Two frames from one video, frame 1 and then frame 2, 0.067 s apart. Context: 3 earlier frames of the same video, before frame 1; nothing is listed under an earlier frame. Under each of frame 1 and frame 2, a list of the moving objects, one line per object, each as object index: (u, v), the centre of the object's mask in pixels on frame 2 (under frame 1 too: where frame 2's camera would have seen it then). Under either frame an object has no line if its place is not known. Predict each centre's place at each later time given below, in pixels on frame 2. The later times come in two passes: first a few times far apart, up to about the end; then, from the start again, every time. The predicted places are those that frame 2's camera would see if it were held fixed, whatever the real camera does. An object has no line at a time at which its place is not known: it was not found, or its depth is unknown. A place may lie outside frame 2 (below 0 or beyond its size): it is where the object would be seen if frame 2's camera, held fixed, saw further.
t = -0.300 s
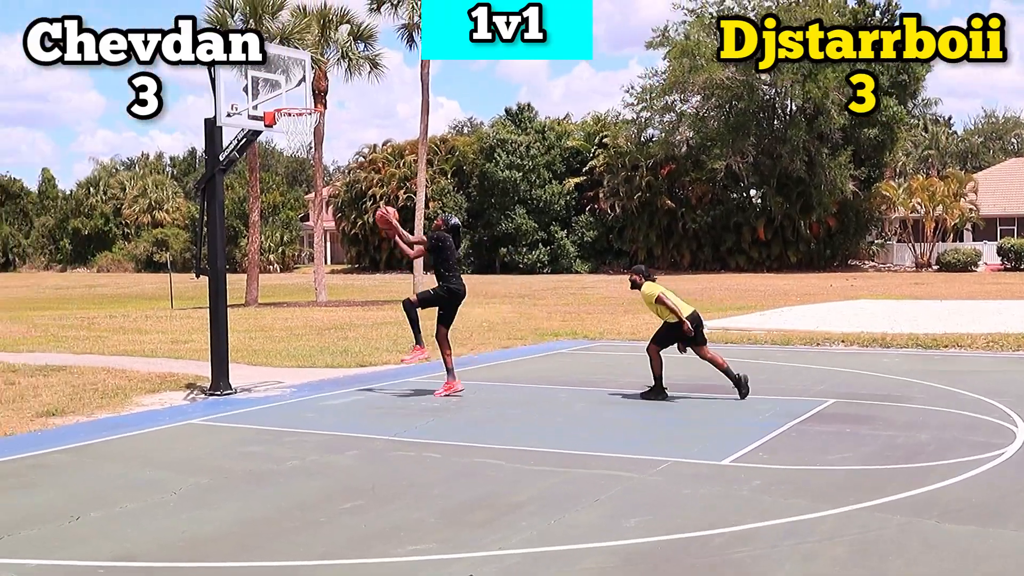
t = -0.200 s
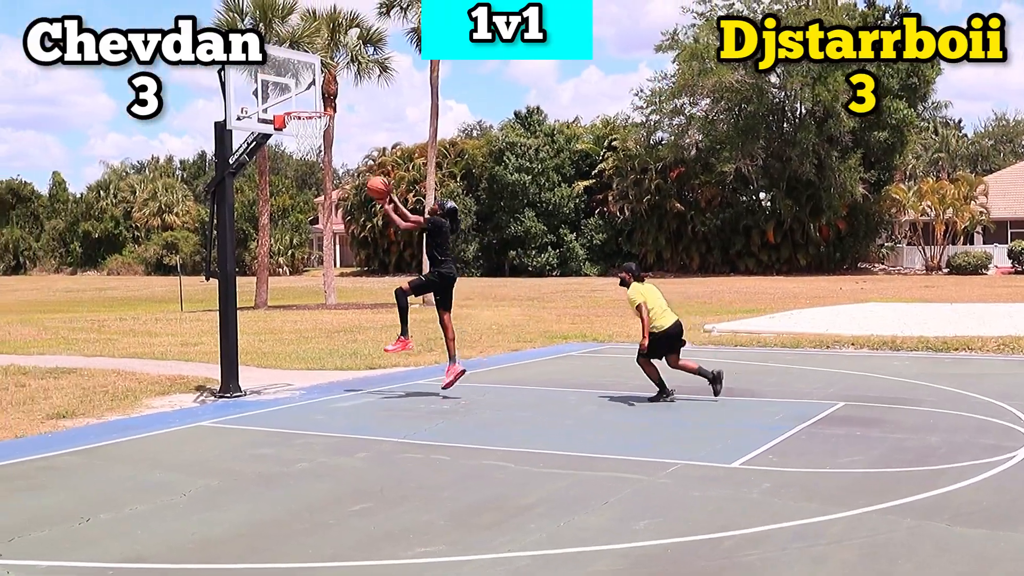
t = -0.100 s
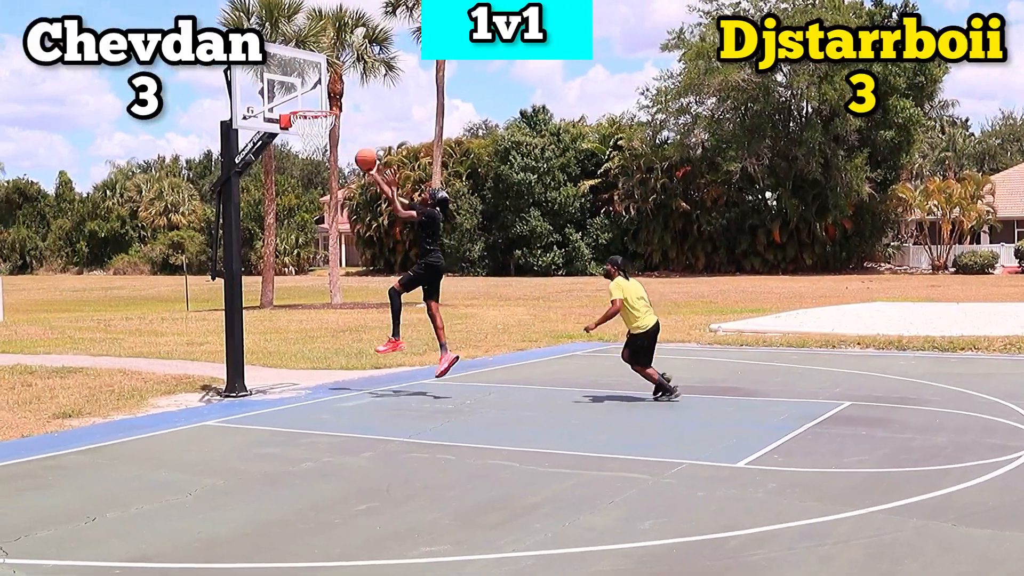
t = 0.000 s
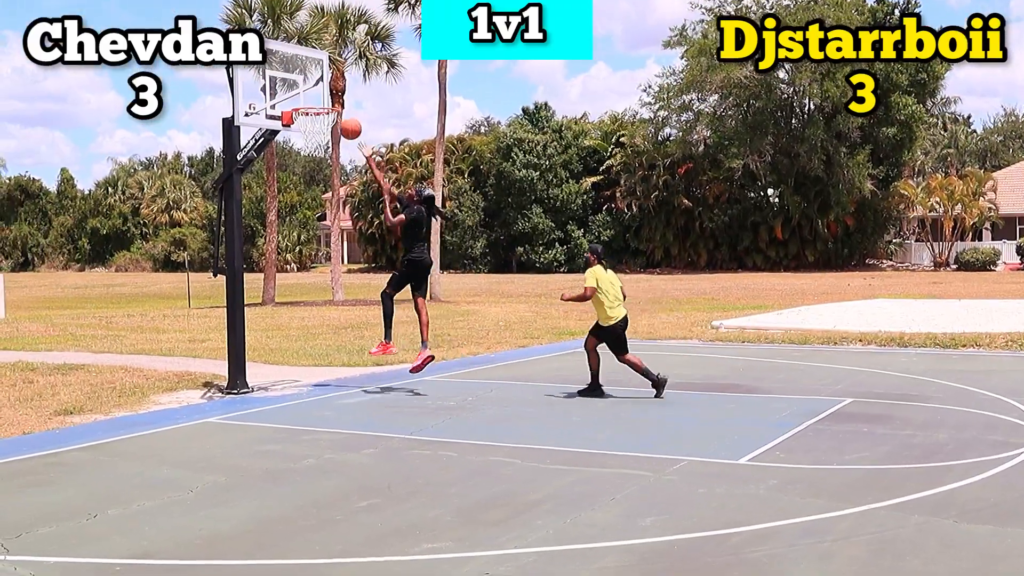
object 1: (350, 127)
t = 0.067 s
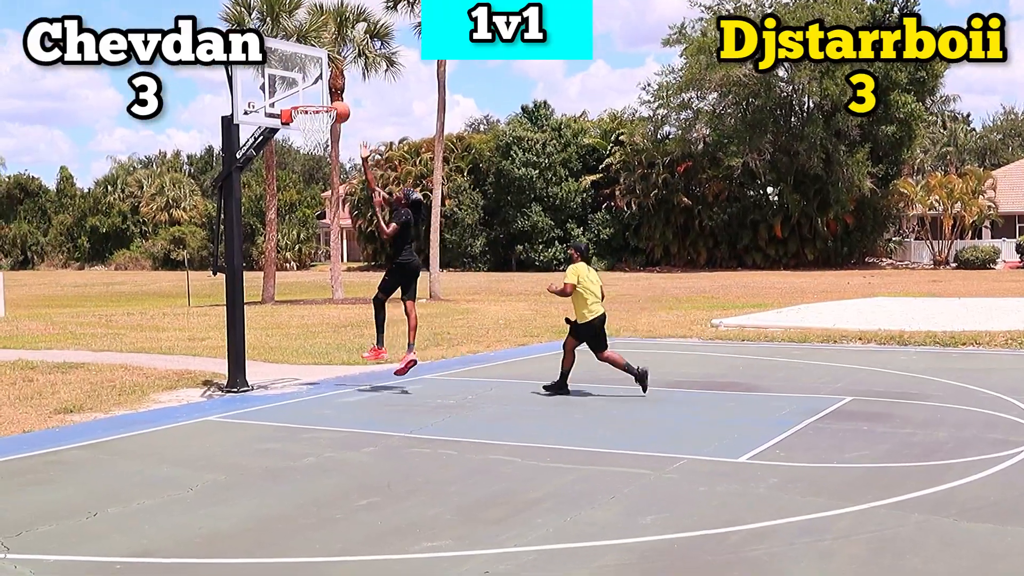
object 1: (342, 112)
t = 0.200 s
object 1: (318, 94)
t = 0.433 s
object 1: (301, 93)
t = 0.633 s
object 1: (317, 110)
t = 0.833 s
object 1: (326, 130)
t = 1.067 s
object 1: (317, 153)
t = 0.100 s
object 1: (335, 103)
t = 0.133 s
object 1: (329, 99)
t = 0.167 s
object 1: (323, 97)
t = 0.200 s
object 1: (318, 94)
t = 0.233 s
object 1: (312, 93)
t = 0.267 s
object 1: (307, 92)
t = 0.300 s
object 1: (302, 92)
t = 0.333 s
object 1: (300, 92)
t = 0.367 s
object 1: (300, 91)
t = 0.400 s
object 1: (300, 92)
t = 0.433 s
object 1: (301, 93)
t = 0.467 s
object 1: (301, 95)
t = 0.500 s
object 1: (302, 98)
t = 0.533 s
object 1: (304, 99)
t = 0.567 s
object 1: (309, 104)
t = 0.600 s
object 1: (313, 107)
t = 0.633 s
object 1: (317, 110)
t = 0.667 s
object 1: (320, 115)
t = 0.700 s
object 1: (323, 119)
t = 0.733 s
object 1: (326, 122)
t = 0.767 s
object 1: (326, 124)
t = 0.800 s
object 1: (328, 129)
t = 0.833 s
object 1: (326, 130)
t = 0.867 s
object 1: (325, 132)
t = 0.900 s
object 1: (325, 134)
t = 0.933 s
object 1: (324, 136)
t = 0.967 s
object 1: (322, 139)
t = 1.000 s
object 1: (320, 142)
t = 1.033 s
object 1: (318, 148)
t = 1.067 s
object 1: (317, 153)
